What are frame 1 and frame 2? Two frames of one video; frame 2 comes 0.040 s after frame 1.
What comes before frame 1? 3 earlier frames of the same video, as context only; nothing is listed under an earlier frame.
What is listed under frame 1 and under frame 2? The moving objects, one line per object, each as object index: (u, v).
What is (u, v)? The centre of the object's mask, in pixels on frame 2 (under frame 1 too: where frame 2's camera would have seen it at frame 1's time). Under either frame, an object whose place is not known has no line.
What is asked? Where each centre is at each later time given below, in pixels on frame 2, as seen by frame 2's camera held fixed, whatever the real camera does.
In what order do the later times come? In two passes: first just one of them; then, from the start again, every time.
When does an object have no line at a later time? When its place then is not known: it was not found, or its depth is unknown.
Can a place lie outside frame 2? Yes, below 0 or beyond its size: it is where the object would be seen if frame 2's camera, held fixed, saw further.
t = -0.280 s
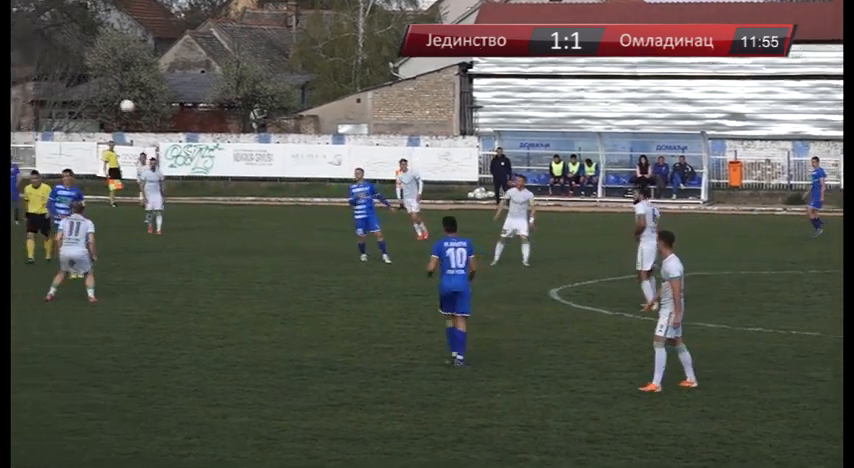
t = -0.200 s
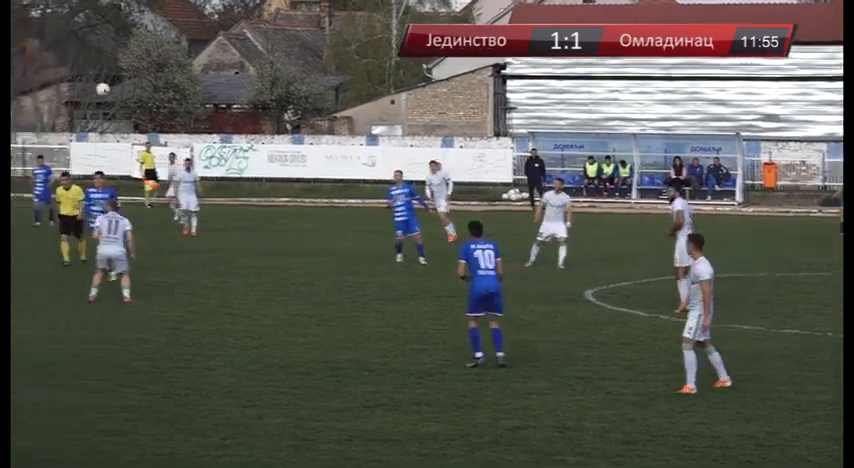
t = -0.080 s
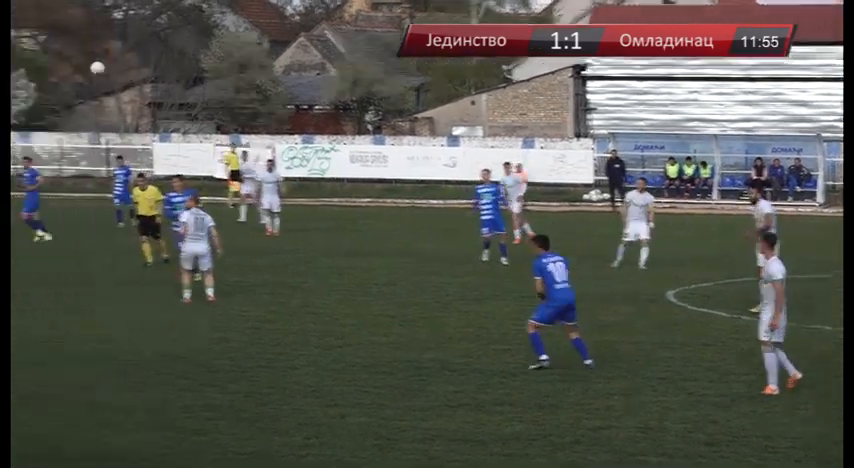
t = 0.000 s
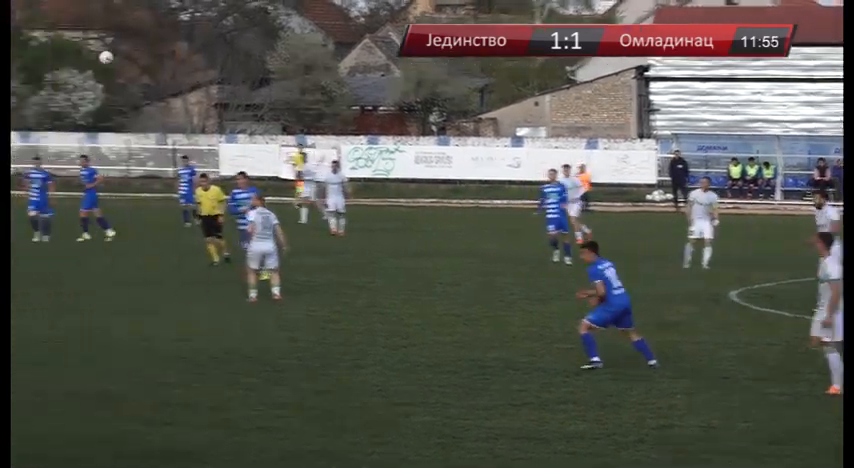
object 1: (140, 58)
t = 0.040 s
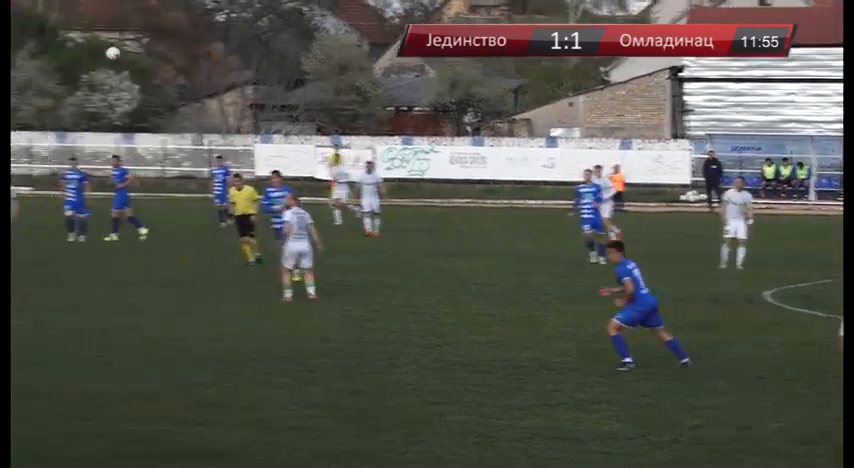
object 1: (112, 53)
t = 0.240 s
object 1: (-40, 37)
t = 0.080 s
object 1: (83, 48)
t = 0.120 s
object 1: (53, 45)
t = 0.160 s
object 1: (23, 41)
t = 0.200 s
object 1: (-8, 39)
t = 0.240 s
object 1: (-40, 37)
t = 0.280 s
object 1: (-71, 35)
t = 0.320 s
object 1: (-105, 35)
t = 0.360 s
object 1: (-138, 34)
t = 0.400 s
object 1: (-173, 35)
